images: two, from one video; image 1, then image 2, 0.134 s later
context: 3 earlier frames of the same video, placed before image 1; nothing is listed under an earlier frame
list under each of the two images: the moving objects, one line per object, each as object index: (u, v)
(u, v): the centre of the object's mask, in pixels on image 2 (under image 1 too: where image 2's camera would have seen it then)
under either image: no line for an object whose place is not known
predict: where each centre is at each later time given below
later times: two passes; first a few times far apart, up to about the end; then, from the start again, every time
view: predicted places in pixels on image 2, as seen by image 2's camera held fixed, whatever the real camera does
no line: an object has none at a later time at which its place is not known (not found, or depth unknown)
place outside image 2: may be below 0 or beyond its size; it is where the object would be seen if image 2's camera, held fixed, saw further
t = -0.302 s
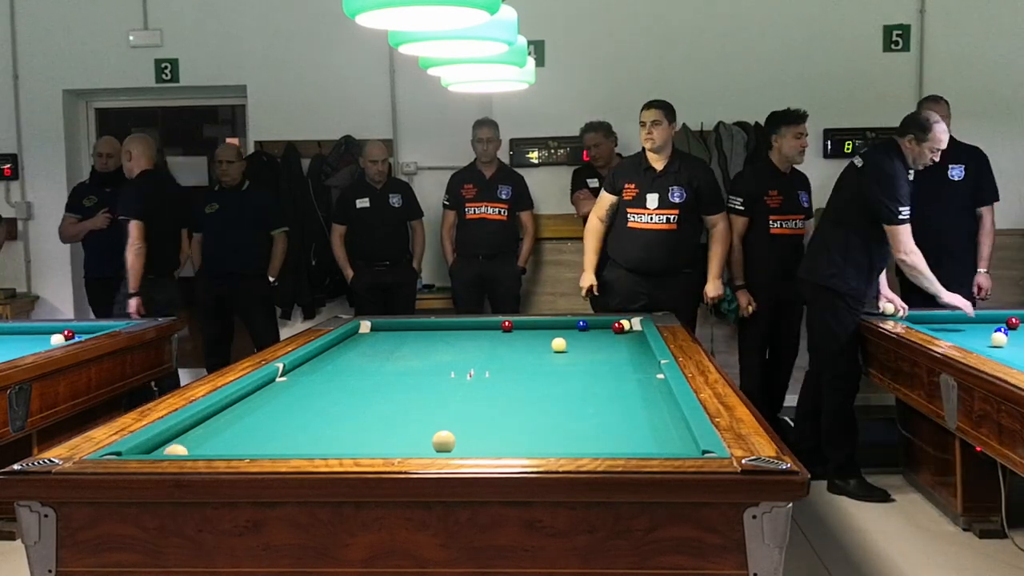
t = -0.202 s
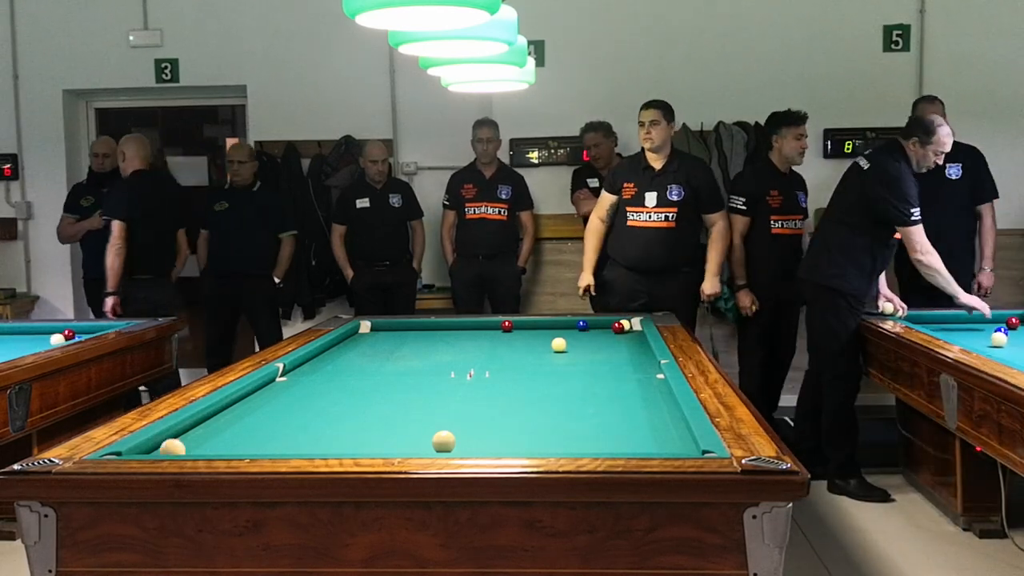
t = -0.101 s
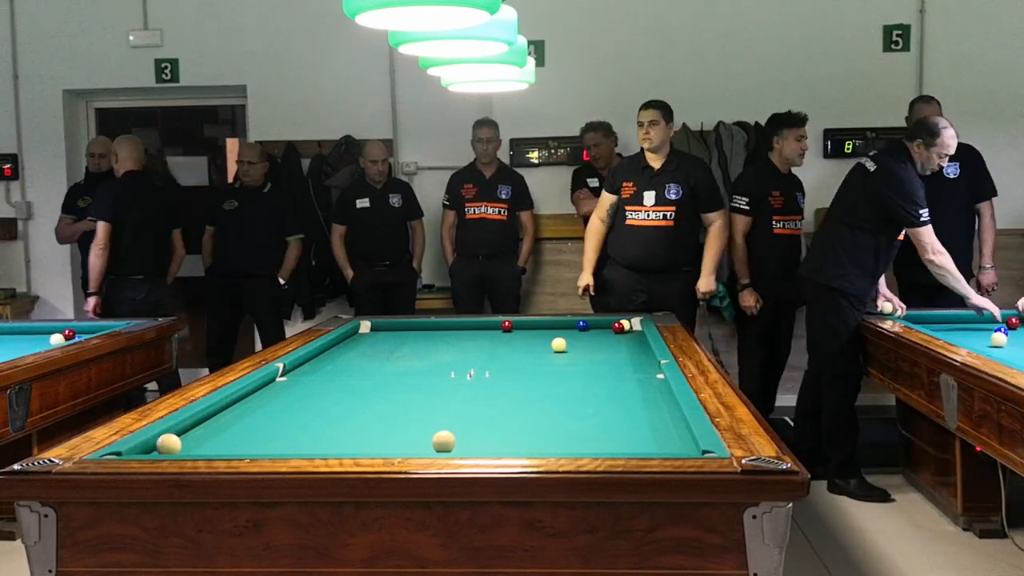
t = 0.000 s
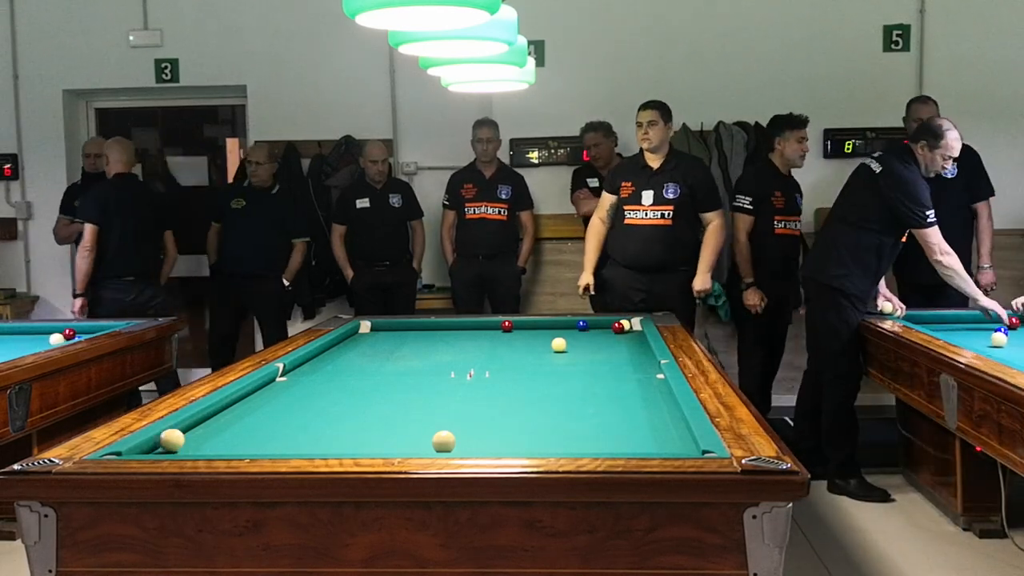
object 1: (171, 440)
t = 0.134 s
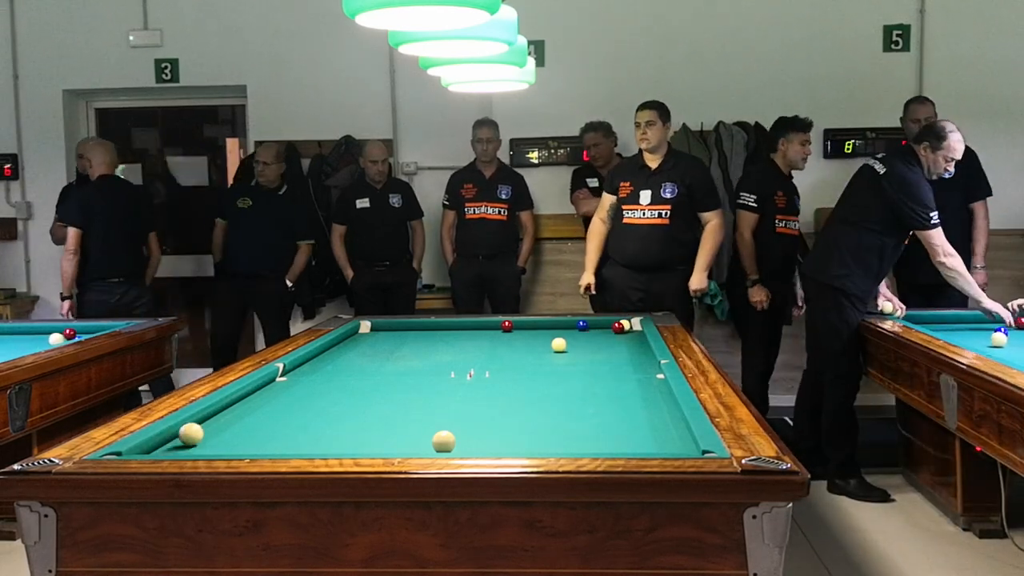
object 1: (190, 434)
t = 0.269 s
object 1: (208, 429)
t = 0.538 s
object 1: (241, 418)
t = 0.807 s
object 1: (271, 409)
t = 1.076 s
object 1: (298, 400)
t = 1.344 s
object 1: (322, 393)
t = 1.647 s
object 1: (346, 385)
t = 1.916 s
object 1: (366, 379)
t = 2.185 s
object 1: (384, 373)
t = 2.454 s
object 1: (400, 368)
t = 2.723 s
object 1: (416, 363)
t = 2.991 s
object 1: (429, 359)
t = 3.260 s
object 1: (442, 355)
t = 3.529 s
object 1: (454, 351)
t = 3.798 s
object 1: (465, 348)
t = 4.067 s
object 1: (475, 345)
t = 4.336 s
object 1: (484, 342)
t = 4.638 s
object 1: (494, 339)
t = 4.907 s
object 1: (502, 336)
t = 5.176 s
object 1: (510, 334)
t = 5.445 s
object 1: (517, 331)
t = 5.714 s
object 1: (523, 329)
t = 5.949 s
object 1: (528, 328)
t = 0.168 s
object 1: (195, 433)
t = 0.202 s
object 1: (199, 431)
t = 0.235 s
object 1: (204, 430)
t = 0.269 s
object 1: (208, 429)
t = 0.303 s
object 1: (213, 427)
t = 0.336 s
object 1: (217, 426)
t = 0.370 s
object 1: (221, 425)
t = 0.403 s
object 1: (226, 423)
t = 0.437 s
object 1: (229, 422)
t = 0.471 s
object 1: (233, 421)
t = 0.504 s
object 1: (237, 420)
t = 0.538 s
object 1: (241, 418)
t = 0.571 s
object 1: (245, 417)
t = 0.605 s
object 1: (249, 416)
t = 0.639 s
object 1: (253, 415)
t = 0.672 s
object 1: (257, 413)
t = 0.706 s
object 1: (260, 412)
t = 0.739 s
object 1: (264, 411)
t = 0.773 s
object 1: (268, 410)
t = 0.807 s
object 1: (271, 409)
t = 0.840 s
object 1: (275, 408)
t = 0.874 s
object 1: (278, 407)
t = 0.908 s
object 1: (282, 405)
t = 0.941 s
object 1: (285, 404)
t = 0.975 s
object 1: (288, 403)
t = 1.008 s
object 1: (291, 402)
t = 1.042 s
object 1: (295, 401)
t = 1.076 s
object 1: (298, 400)
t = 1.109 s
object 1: (301, 399)
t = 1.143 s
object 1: (304, 398)
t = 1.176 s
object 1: (307, 397)
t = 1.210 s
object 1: (310, 397)
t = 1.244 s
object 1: (313, 396)
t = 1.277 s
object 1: (316, 394)
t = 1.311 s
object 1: (319, 394)
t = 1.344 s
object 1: (322, 393)
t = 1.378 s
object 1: (325, 392)
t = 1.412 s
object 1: (328, 391)
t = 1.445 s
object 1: (330, 390)
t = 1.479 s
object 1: (333, 389)
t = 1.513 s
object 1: (336, 388)
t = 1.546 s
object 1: (338, 387)
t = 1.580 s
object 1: (341, 387)
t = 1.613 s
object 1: (344, 386)
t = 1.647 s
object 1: (346, 385)
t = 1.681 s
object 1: (349, 384)
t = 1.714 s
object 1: (352, 383)
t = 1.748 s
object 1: (354, 382)
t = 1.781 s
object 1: (357, 382)
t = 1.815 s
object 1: (359, 381)
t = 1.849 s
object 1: (361, 380)
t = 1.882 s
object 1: (364, 380)
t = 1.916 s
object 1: (366, 379)
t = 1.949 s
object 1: (368, 378)
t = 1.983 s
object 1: (371, 377)
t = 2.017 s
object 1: (373, 377)
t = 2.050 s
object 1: (375, 376)
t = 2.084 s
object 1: (378, 375)
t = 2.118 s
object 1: (380, 375)
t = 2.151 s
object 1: (382, 374)
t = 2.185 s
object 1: (384, 373)
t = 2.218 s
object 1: (386, 373)
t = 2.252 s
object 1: (388, 372)
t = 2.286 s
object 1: (391, 371)
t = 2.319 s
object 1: (392, 371)
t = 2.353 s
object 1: (395, 370)
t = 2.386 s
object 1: (397, 369)
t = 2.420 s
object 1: (398, 369)
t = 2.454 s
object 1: (400, 368)
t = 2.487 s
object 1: (402, 368)
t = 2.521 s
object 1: (405, 367)
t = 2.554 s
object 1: (406, 366)
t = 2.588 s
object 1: (408, 366)
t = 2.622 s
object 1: (410, 365)
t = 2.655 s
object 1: (412, 365)
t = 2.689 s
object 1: (414, 364)
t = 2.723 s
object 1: (416, 363)
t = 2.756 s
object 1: (417, 363)
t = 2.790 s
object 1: (419, 362)
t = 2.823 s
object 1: (421, 362)
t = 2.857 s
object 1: (423, 361)
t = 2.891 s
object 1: (424, 361)
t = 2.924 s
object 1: (426, 360)
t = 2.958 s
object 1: (428, 360)
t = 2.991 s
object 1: (429, 359)
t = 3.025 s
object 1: (431, 358)
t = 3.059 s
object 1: (433, 358)
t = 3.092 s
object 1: (434, 358)
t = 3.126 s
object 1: (436, 357)
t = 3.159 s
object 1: (438, 357)
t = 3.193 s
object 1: (439, 356)
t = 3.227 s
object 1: (441, 355)
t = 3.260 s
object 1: (442, 355)
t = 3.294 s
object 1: (444, 355)
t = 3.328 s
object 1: (445, 354)
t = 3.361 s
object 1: (447, 354)
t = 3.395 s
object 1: (448, 353)
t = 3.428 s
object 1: (450, 353)
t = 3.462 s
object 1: (451, 352)
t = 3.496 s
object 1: (453, 352)
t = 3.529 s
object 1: (454, 351)
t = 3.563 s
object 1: (456, 351)
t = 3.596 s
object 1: (457, 350)
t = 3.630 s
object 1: (458, 350)
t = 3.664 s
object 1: (460, 350)
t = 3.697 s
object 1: (461, 349)
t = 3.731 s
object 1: (462, 349)
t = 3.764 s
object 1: (464, 348)
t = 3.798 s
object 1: (465, 348)
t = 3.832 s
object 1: (466, 347)
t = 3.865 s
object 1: (468, 347)
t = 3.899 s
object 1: (469, 347)
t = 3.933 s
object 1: (470, 346)
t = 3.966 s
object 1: (471, 346)
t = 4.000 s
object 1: (473, 345)
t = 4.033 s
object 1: (474, 345)
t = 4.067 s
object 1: (475, 345)
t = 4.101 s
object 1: (476, 344)
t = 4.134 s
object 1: (478, 344)
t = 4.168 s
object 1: (479, 344)
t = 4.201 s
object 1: (480, 343)
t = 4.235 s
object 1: (481, 343)
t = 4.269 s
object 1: (482, 342)
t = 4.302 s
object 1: (483, 342)
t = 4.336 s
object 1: (484, 342)
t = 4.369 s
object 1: (486, 341)
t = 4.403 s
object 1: (487, 341)
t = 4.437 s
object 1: (488, 341)
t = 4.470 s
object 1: (489, 341)
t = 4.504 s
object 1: (490, 340)
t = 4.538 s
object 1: (491, 340)
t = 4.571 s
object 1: (492, 339)
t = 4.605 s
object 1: (493, 339)
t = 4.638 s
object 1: (494, 339)
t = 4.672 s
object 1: (495, 338)
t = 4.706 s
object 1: (496, 338)
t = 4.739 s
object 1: (497, 338)
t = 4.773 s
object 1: (498, 337)
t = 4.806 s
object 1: (499, 337)
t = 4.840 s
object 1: (500, 337)
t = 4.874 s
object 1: (501, 337)
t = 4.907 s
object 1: (502, 336)
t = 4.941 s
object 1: (503, 336)
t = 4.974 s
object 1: (504, 335)
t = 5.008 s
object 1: (505, 335)
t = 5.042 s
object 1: (506, 335)
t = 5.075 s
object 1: (507, 334)
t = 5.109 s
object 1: (508, 334)
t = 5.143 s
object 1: (509, 334)
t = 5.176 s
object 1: (510, 334)
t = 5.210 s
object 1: (511, 334)
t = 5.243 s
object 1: (512, 333)
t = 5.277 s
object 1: (512, 333)
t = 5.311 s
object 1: (513, 333)
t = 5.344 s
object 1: (514, 332)
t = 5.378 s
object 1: (515, 332)
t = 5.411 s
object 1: (516, 332)
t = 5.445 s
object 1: (517, 331)
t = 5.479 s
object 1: (517, 331)
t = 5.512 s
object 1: (518, 331)
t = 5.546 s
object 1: (519, 331)
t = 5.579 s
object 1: (520, 330)
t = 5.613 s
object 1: (521, 330)
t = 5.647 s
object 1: (521, 330)
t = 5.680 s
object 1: (522, 330)
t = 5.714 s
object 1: (523, 329)
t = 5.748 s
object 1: (524, 329)
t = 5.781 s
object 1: (524, 329)
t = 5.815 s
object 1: (525, 329)
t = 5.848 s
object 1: (526, 329)
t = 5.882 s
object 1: (527, 328)
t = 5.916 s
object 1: (527, 328)
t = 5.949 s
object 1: (528, 328)
